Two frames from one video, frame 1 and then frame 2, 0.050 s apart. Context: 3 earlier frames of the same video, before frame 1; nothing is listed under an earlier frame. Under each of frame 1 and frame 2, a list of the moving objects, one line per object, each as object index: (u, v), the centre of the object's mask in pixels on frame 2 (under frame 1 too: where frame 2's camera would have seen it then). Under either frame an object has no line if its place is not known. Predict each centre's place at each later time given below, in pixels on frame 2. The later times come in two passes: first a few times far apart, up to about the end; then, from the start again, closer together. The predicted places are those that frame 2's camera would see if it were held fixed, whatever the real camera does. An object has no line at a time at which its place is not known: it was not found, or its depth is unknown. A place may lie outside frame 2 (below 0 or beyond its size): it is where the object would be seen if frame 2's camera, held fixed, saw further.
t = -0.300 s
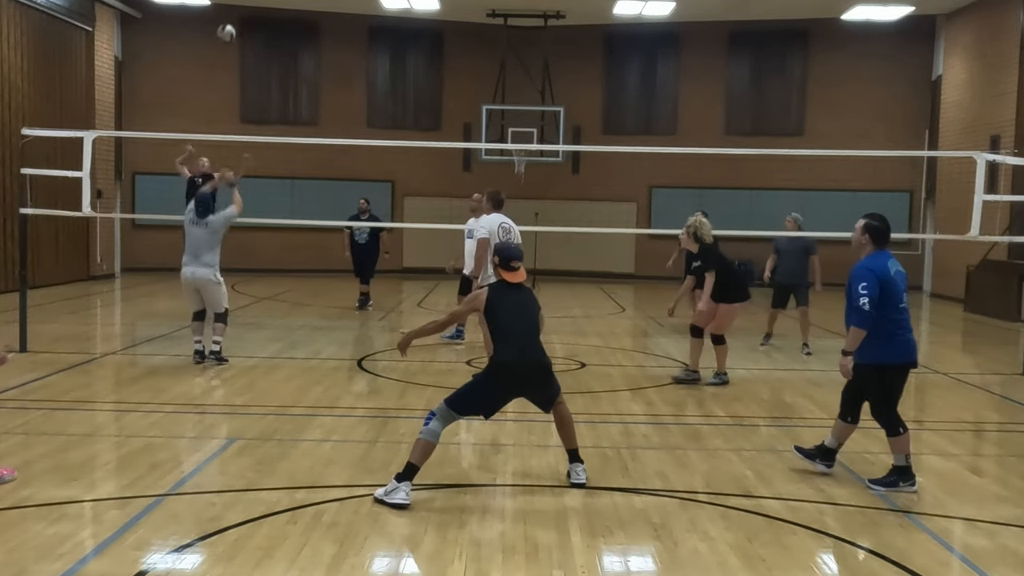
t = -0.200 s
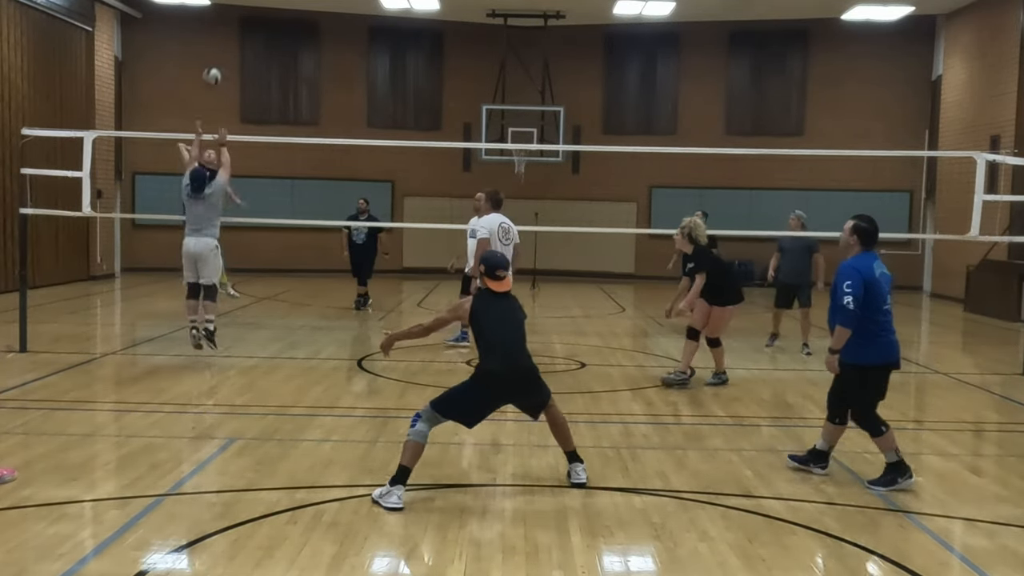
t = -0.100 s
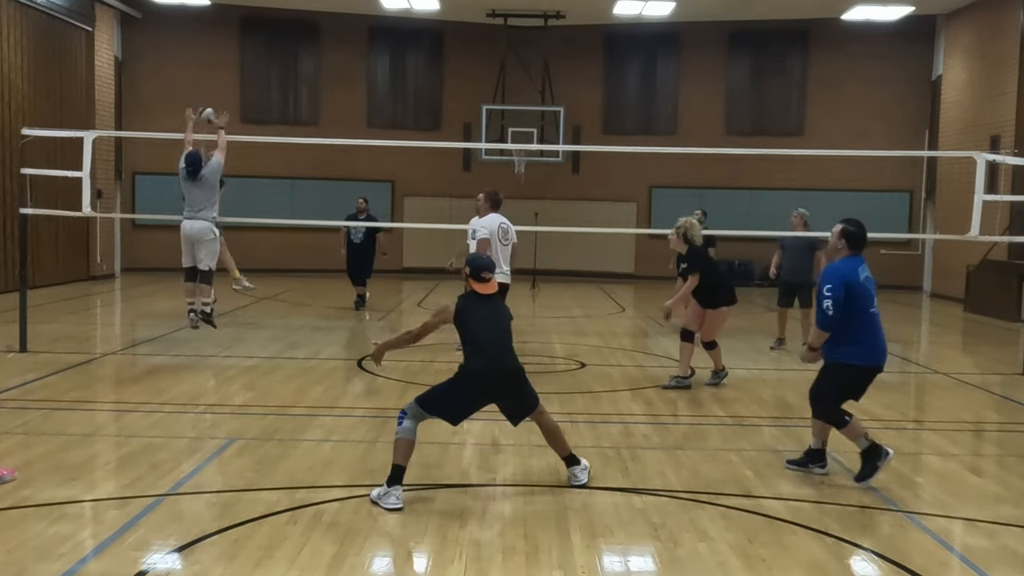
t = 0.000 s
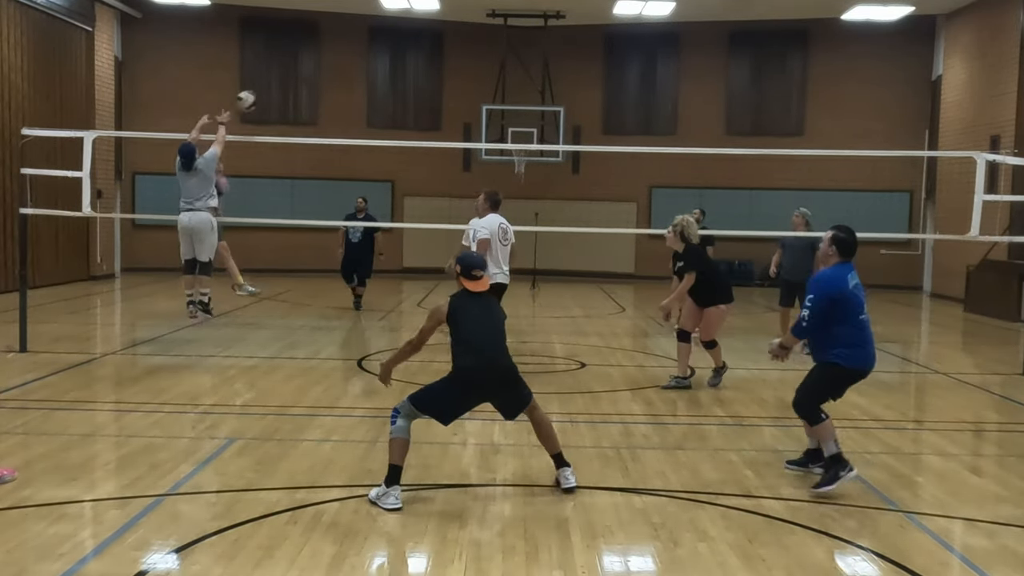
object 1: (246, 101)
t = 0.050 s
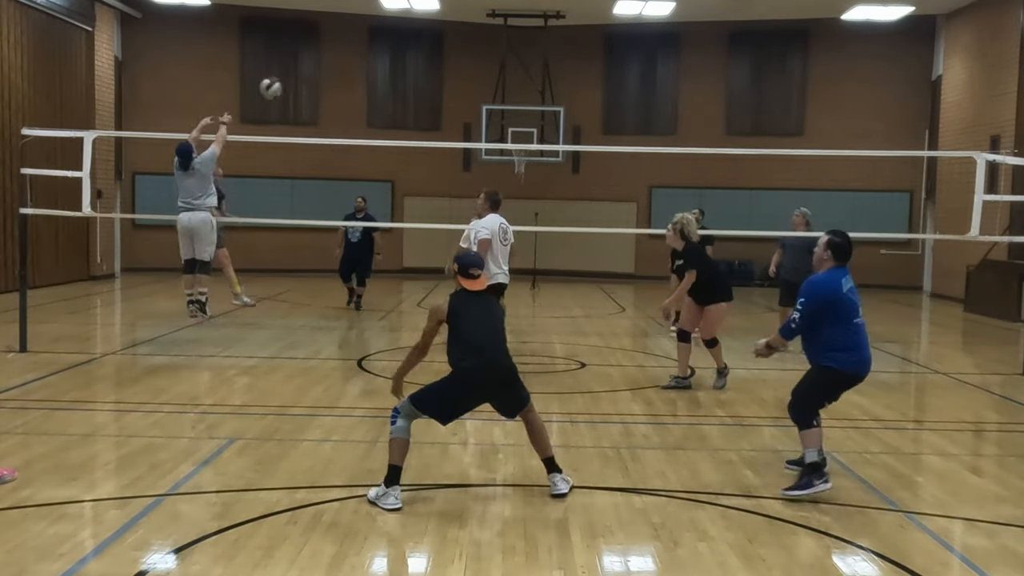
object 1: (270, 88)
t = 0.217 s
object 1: (363, 60)
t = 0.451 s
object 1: (533, 85)
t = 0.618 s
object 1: (710, 185)
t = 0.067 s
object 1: (279, 84)
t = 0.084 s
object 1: (288, 80)
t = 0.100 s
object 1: (296, 77)
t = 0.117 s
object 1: (306, 73)
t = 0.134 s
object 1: (314, 70)
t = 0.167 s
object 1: (333, 66)
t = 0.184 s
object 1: (342, 64)
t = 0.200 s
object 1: (353, 62)
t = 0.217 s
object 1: (363, 60)
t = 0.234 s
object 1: (373, 59)
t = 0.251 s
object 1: (384, 58)
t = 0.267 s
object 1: (393, 59)
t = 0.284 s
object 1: (405, 59)
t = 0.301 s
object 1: (416, 59)
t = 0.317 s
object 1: (428, 60)
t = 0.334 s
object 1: (441, 61)
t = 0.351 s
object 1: (453, 62)
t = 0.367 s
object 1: (465, 66)
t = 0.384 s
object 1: (478, 69)
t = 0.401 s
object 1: (491, 72)
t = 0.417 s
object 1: (504, 75)
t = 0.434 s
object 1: (520, 79)
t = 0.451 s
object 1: (533, 85)
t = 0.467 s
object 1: (549, 91)
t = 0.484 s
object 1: (564, 99)
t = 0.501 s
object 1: (581, 107)
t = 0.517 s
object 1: (596, 114)
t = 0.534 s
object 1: (613, 122)
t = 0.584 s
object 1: (669, 157)
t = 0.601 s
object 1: (688, 172)
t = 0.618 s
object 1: (710, 185)
